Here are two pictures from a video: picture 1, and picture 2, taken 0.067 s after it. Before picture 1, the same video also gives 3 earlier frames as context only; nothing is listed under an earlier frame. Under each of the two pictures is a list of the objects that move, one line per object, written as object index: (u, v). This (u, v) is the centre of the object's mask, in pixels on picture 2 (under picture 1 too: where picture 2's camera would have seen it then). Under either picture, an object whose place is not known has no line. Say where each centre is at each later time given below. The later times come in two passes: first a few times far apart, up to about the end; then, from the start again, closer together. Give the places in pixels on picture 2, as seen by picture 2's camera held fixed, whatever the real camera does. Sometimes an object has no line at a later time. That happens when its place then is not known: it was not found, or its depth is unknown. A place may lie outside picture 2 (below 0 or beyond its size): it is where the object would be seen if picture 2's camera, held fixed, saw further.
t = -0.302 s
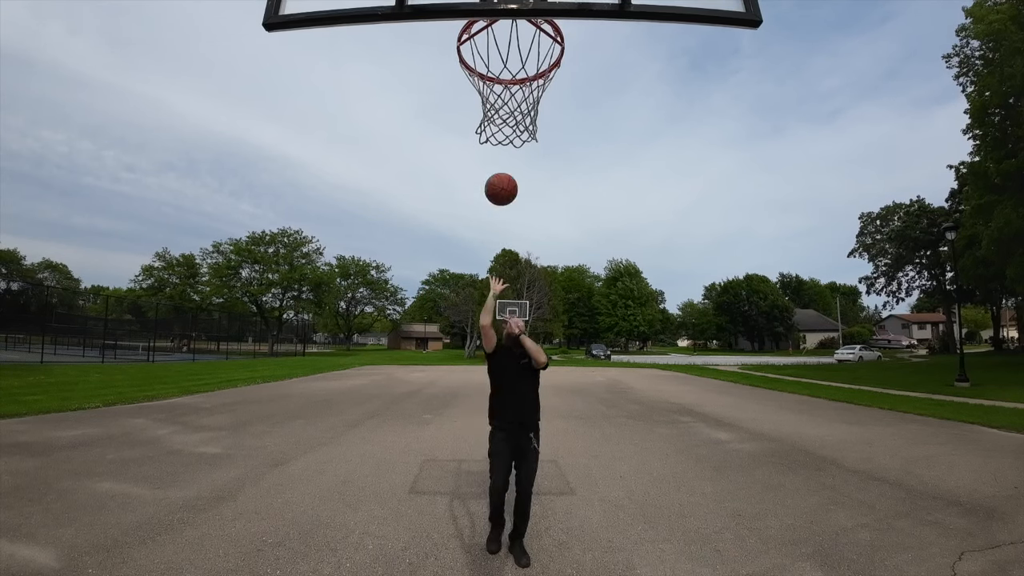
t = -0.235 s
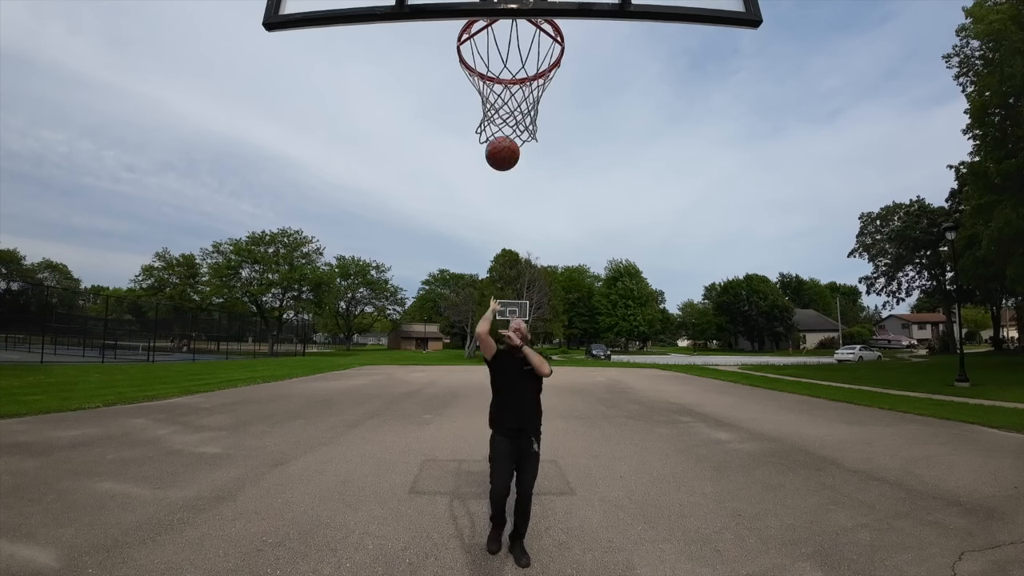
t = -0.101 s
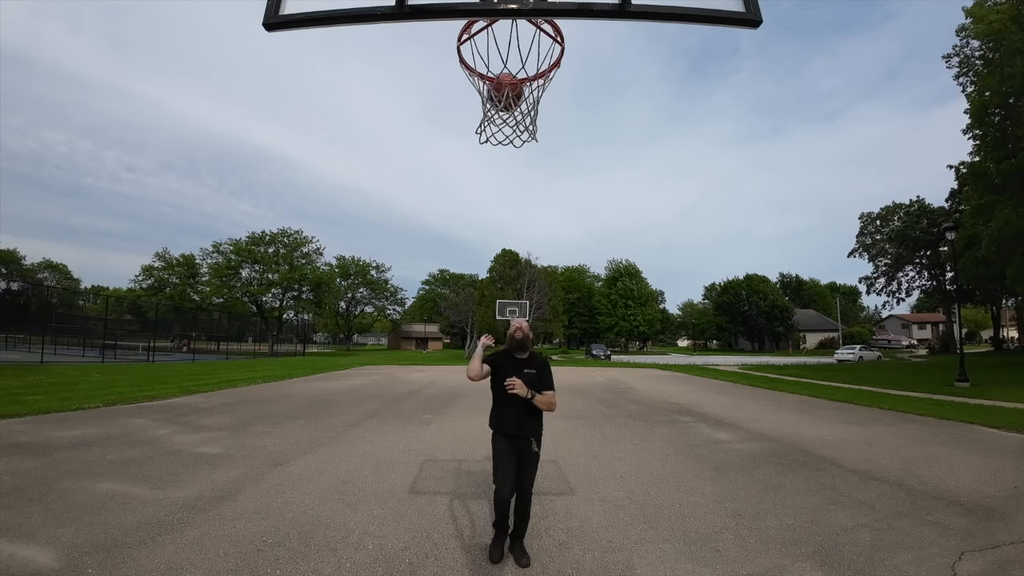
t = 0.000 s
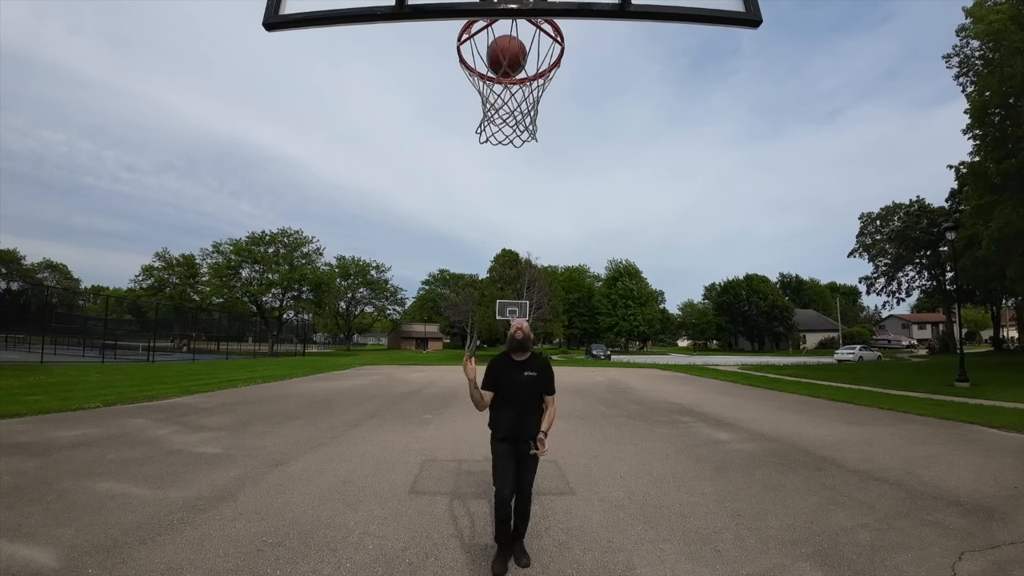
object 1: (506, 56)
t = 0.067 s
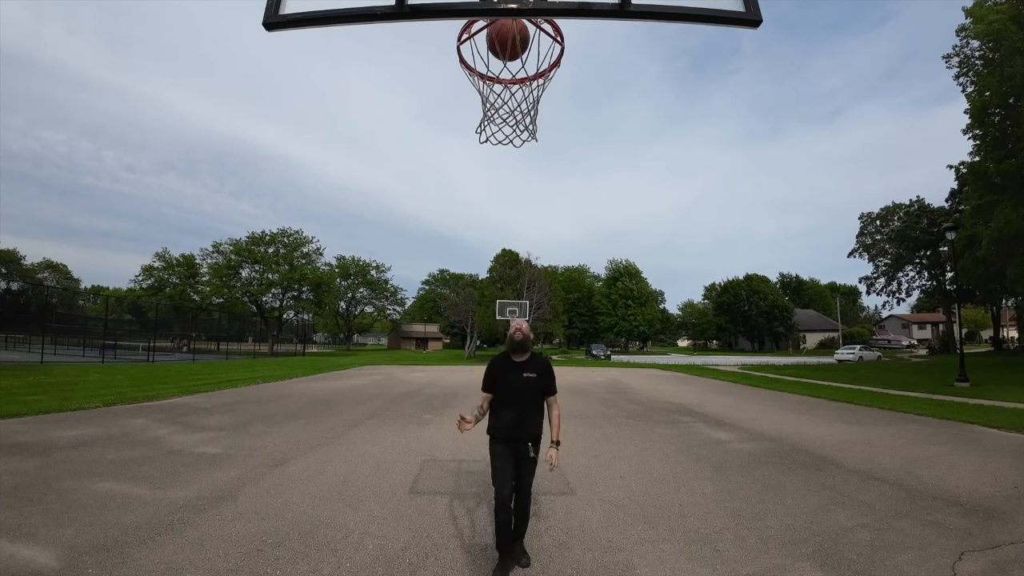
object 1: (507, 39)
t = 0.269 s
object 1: (510, 35)
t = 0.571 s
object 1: (511, 26)
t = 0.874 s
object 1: (508, 76)
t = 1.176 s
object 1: (512, 219)
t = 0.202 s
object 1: (510, 31)
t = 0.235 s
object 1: (510, 31)
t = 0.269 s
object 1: (510, 35)
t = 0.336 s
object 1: (509, 53)
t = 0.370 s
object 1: (509, 52)
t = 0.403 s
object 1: (510, 41)
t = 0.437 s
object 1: (510, 36)
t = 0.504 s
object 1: (511, 29)
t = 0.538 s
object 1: (511, 27)
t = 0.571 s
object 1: (511, 26)
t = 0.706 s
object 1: (509, 33)
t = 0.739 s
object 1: (509, 37)
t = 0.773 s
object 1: (508, 42)
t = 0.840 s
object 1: (507, 66)
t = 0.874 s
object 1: (508, 76)
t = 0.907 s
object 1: (508, 84)
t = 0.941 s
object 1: (508, 94)
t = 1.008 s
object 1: (511, 117)
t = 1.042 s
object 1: (511, 131)
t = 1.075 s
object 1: (511, 148)
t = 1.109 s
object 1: (512, 167)
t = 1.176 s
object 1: (512, 219)
